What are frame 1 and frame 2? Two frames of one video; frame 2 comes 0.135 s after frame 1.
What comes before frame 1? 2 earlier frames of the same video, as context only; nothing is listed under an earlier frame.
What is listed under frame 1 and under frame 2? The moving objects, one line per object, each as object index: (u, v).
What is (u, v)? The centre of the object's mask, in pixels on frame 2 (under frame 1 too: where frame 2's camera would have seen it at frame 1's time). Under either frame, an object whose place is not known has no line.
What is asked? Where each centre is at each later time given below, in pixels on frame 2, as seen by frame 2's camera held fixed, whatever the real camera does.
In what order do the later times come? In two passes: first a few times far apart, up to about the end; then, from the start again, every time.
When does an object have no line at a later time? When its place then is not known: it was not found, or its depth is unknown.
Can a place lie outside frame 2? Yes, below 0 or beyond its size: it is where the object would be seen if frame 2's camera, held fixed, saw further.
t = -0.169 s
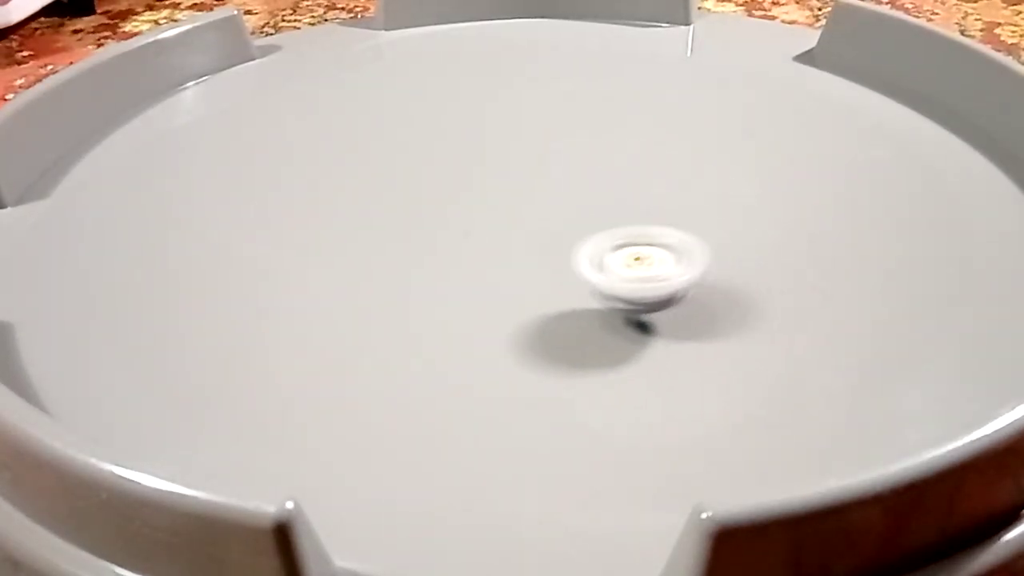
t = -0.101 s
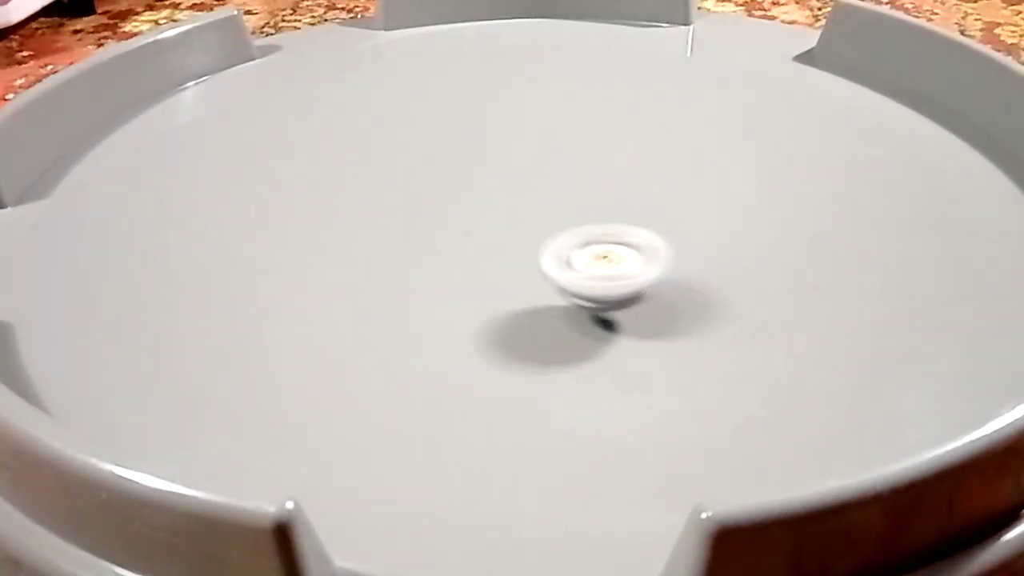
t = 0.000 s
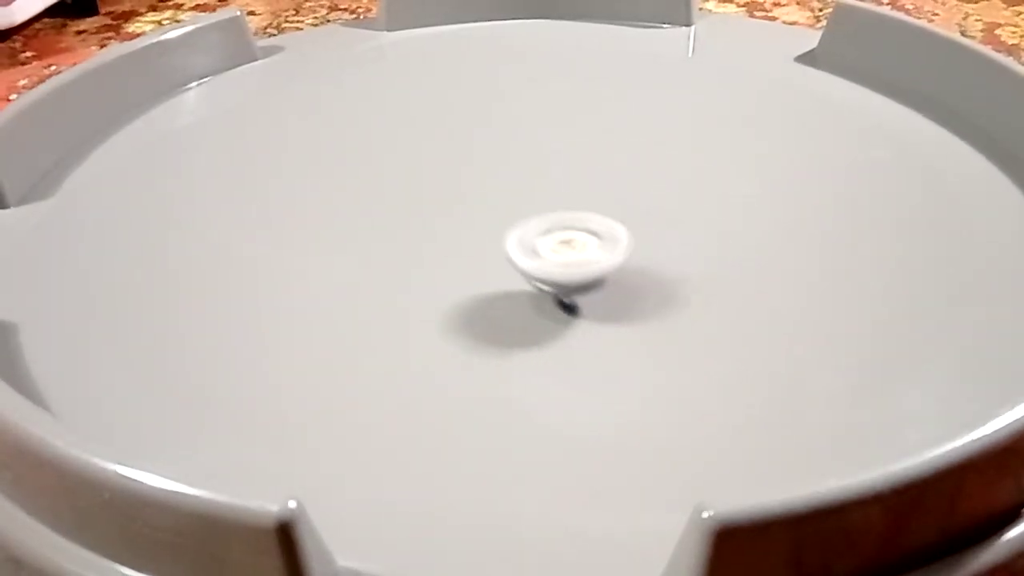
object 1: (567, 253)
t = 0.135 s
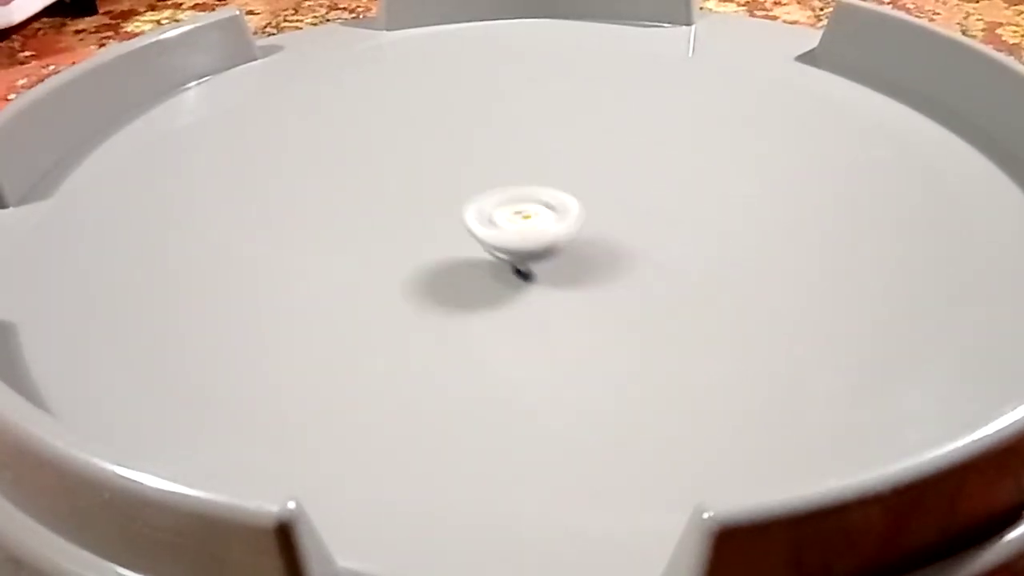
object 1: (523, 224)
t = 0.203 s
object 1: (501, 206)
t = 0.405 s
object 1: (534, 142)
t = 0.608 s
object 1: (629, 116)
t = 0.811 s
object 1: (718, 127)
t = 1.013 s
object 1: (739, 172)
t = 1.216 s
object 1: (663, 208)
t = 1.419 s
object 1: (520, 218)
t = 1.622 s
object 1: (420, 171)
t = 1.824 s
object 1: (441, 121)
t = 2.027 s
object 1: (536, 99)
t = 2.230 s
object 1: (630, 124)
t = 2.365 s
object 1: (659, 156)
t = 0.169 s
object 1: (511, 215)
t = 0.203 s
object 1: (501, 206)
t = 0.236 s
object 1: (496, 195)
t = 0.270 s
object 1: (495, 184)
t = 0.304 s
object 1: (499, 173)
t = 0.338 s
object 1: (508, 162)
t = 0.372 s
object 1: (519, 152)
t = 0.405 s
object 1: (534, 142)
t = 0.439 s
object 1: (551, 135)
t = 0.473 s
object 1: (567, 130)
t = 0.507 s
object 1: (582, 125)
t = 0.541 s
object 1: (598, 122)
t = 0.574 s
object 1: (613, 119)
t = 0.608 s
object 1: (629, 116)
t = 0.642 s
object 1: (645, 115)
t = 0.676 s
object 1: (661, 115)
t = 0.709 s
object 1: (677, 116)
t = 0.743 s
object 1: (692, 119)
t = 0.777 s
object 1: (706, 123)
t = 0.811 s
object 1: (718, 127)
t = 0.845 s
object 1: (728, 133)
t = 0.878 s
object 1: (737, 140)
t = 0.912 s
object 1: (741, 148)
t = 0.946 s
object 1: (744, 156)
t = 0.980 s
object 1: (743, 164)
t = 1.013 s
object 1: (739, 172)
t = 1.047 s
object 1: (732, 180)
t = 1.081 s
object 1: (722, 188)
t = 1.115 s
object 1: (710, 194)
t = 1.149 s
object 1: (695, 200)
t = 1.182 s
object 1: (680, 204)
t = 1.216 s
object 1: (663, 208)
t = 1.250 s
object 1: (645, 213)
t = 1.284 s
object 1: (624, 215)
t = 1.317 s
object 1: (599, 218)
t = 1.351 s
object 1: (574, 220)
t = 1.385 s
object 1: (546, 220)
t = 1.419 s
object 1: (520, 218)
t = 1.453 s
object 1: (494, 214)
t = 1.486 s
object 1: (471, 208)
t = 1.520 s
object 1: (451, 200)
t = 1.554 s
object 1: (437, 191)
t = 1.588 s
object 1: (425, 180)
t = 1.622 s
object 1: (420, 171)
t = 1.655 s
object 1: (417, 161)
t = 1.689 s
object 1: (418, 151)
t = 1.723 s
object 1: (420, 143)
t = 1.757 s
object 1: (425, 135)
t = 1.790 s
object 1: (432, 127)
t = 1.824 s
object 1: (441, 121)
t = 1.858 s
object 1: (453, 113)
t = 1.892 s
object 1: (466, 108)
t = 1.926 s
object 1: (483, 103)
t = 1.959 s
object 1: (500, 100)
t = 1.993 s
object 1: (518, 99)
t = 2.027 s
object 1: (536, 99)
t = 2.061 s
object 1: (555, 101)
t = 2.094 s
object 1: (572, 104)
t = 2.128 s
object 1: (589, 107)
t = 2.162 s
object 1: (604, 112)
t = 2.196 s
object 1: (618, 118)
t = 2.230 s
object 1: (630, 124)
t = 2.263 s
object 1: (640, 131)
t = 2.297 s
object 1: (648, 139)
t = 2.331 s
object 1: (654, 147)
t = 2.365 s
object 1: (659, 156)
